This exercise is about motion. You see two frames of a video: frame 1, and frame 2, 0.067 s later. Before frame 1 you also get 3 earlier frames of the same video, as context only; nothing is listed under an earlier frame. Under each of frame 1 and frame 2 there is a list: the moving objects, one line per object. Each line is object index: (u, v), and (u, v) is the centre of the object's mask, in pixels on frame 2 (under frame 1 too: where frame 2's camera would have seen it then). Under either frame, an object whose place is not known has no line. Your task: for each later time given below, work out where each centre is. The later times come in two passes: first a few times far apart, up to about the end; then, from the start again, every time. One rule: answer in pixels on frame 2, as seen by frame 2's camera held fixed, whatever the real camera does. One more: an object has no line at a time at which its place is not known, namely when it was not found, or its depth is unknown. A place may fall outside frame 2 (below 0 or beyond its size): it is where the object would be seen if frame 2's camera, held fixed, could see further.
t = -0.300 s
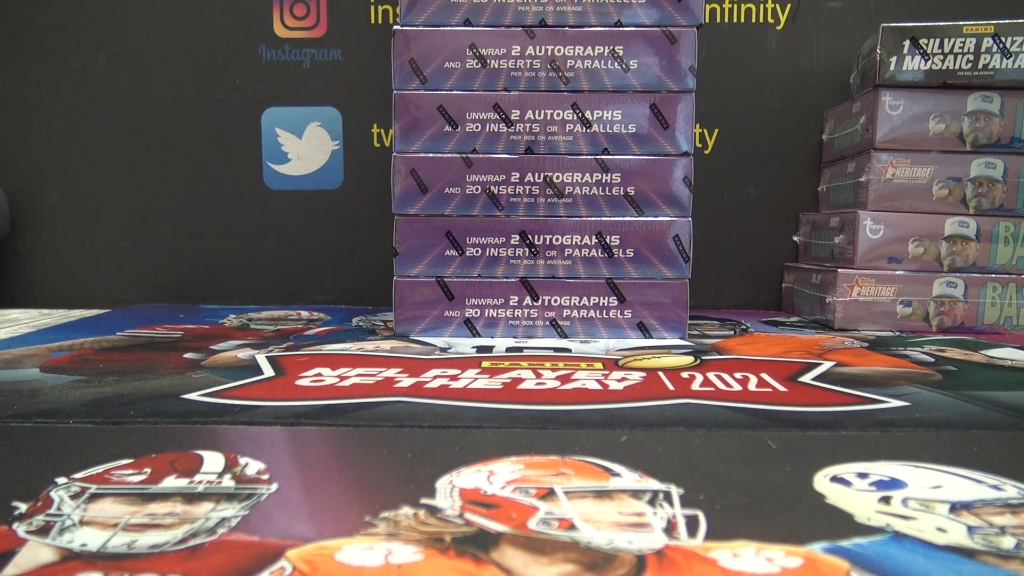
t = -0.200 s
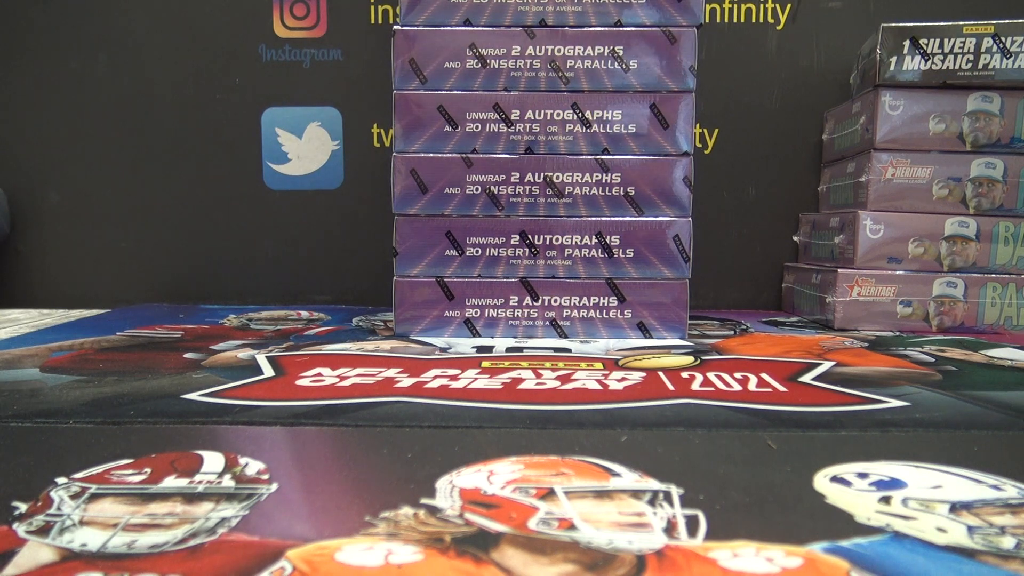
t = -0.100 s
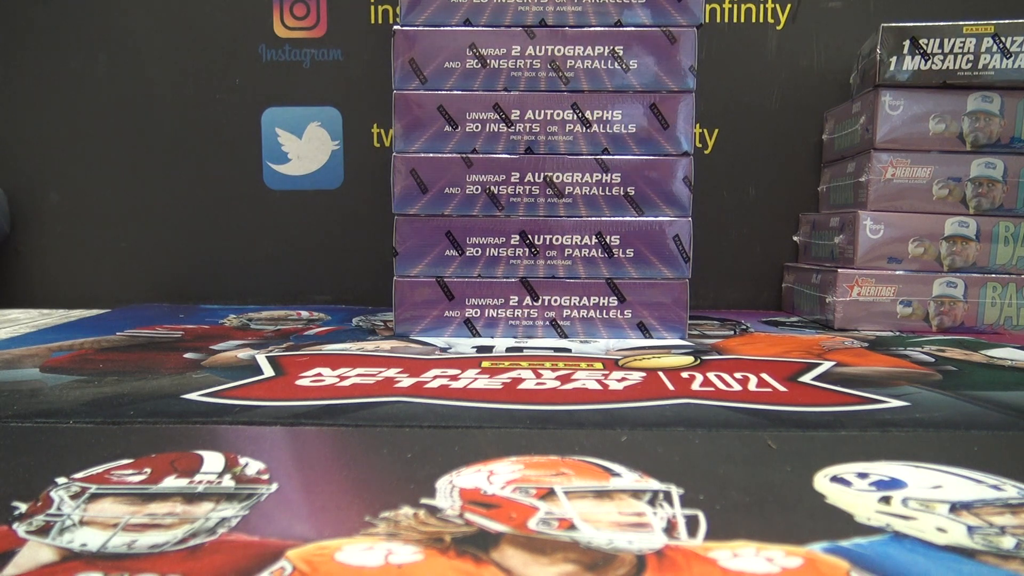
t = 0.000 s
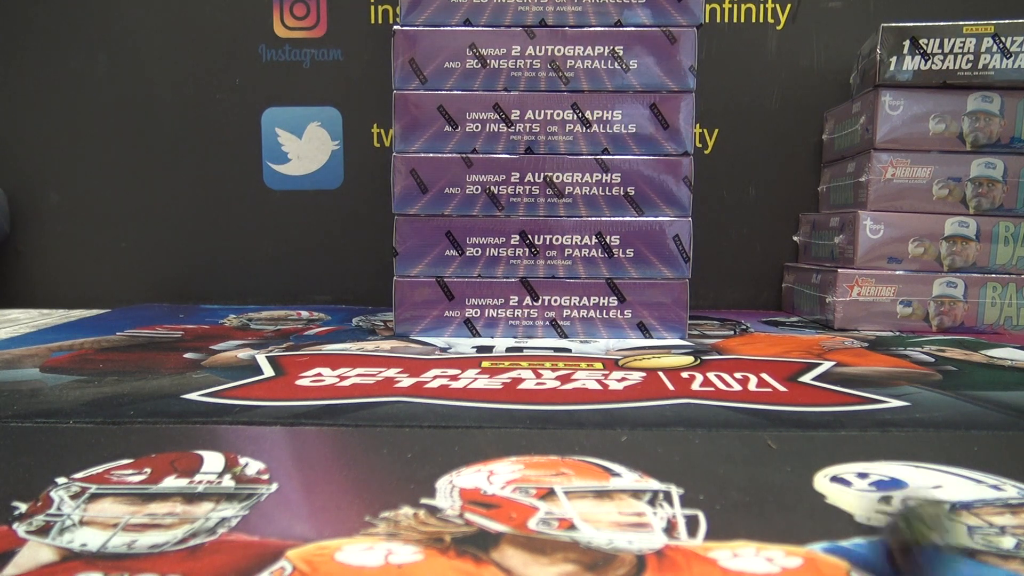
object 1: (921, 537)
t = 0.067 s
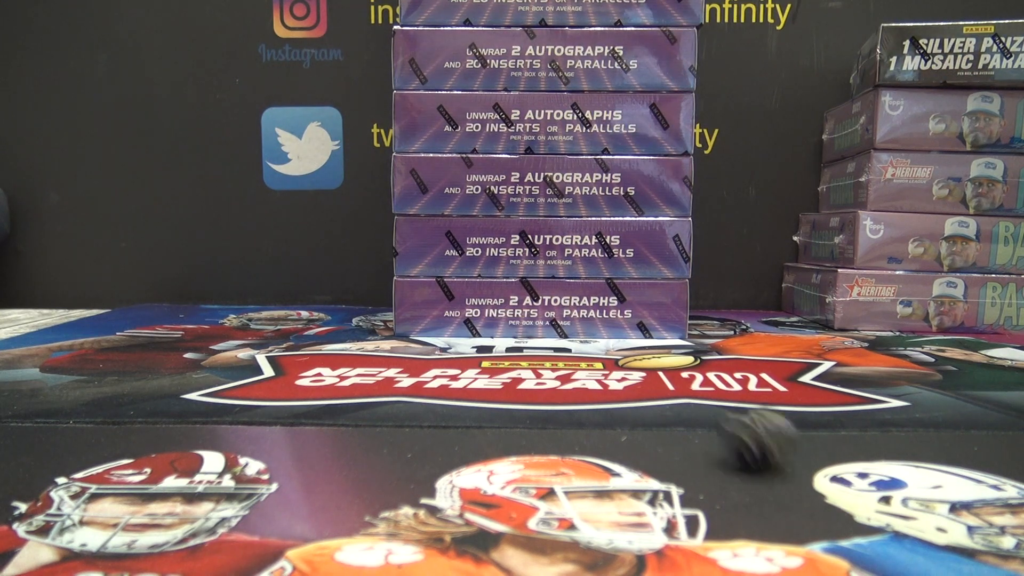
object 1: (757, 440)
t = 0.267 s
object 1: (567, 329)
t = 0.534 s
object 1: (476, 364)
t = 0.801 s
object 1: (441, 443)
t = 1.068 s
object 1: (475, 524)
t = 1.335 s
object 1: (442, 541)
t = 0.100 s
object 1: (708, 384)
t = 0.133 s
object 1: (668, 359)
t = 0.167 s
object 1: (634, 363)
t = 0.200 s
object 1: (608, 341)
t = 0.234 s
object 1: (586, 332)
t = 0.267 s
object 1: (567, 329)
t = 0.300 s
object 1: (549, 316)
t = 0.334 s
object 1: (538, 323)
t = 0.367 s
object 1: (528, 332)
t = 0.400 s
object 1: (518, 342)
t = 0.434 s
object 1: (508, 344)
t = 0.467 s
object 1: (497, 358)
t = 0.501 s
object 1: (486, 364)
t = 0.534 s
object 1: (476, 364)
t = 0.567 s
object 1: (468, 377)
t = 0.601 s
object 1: (463, 389)
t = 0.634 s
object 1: (461, 395)
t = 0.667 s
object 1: (457, 405)
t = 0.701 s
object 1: (451, 414)
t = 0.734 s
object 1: (446, 422)
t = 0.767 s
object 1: (443, 431)
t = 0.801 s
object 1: (441, 443)
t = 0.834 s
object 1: (437, 455)
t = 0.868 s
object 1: (437, 462)
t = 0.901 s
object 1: (440, 477)
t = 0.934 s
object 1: (448, 486)
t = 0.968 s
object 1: (456, 496)
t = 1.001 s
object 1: (459, 510)
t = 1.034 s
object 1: (468, 515)
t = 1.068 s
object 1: (475, 524)
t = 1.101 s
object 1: (480, 531)
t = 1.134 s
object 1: (477, 533)
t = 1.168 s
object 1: (473, 535)
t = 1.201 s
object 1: (463, 537)
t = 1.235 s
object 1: (448, 539)
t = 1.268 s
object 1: (440, 539)
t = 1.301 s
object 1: (440, 541)
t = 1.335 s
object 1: (442, 541)
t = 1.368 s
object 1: (442, 541)
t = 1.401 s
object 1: (441, 541)
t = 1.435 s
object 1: (441, 541)
